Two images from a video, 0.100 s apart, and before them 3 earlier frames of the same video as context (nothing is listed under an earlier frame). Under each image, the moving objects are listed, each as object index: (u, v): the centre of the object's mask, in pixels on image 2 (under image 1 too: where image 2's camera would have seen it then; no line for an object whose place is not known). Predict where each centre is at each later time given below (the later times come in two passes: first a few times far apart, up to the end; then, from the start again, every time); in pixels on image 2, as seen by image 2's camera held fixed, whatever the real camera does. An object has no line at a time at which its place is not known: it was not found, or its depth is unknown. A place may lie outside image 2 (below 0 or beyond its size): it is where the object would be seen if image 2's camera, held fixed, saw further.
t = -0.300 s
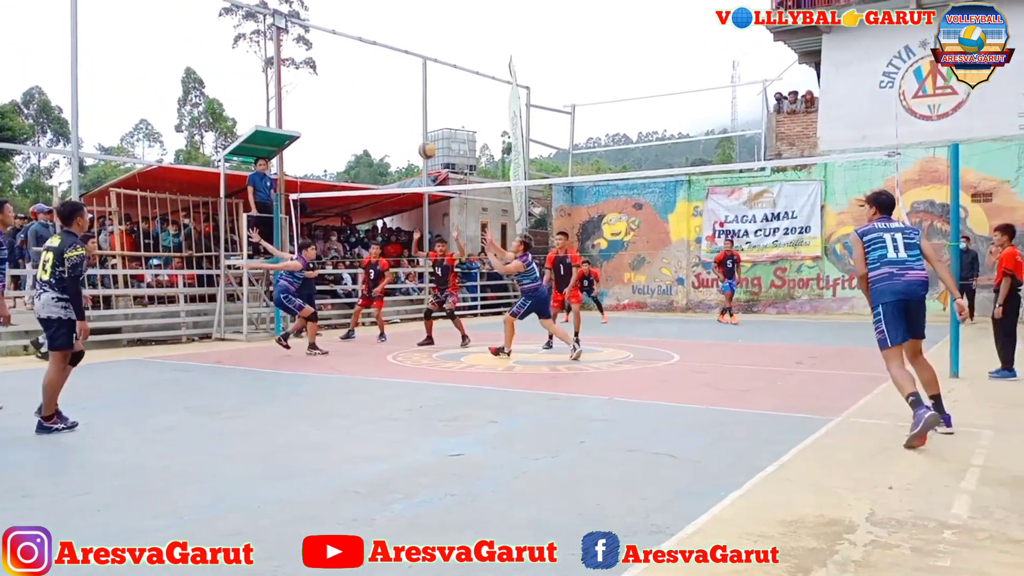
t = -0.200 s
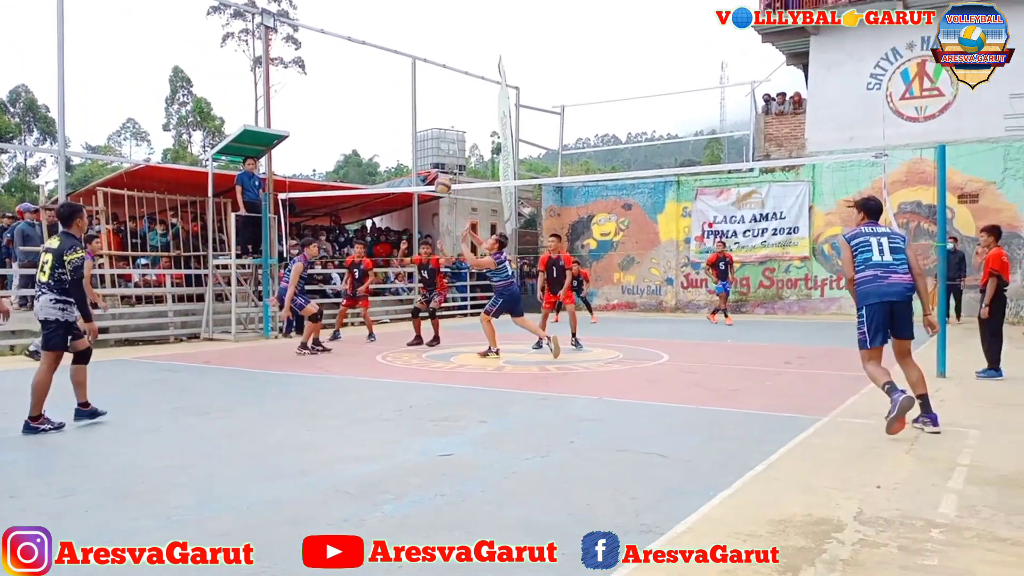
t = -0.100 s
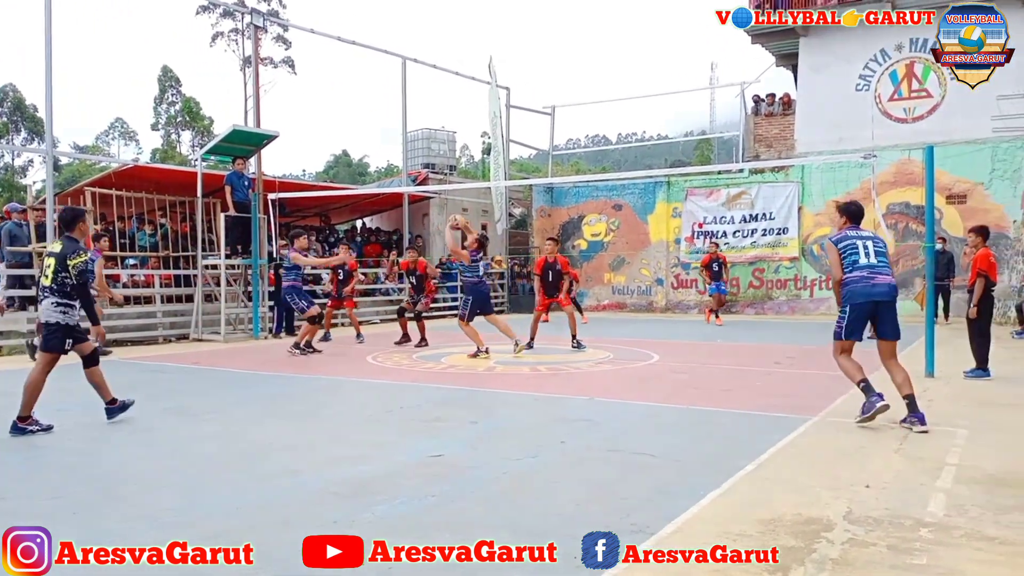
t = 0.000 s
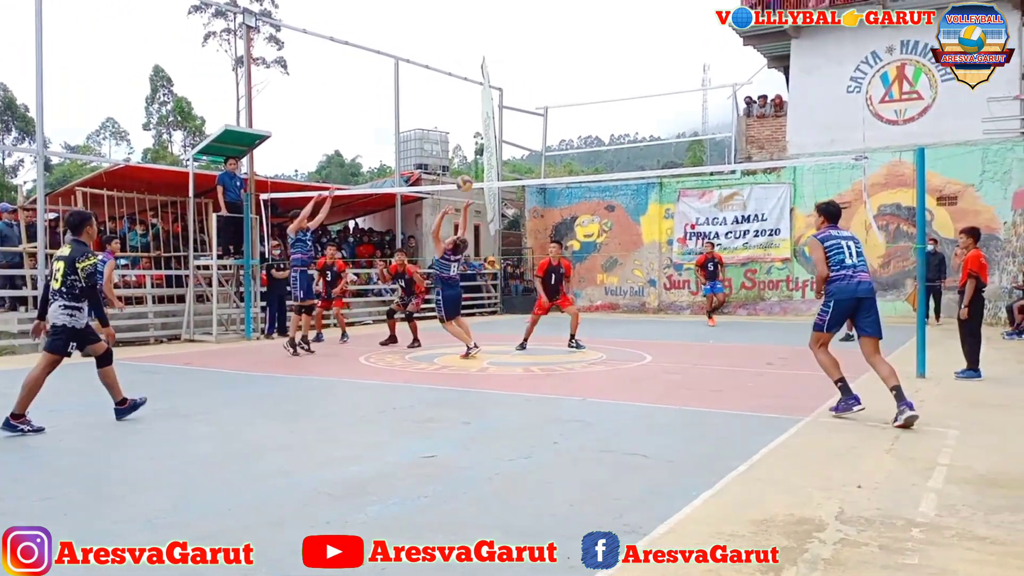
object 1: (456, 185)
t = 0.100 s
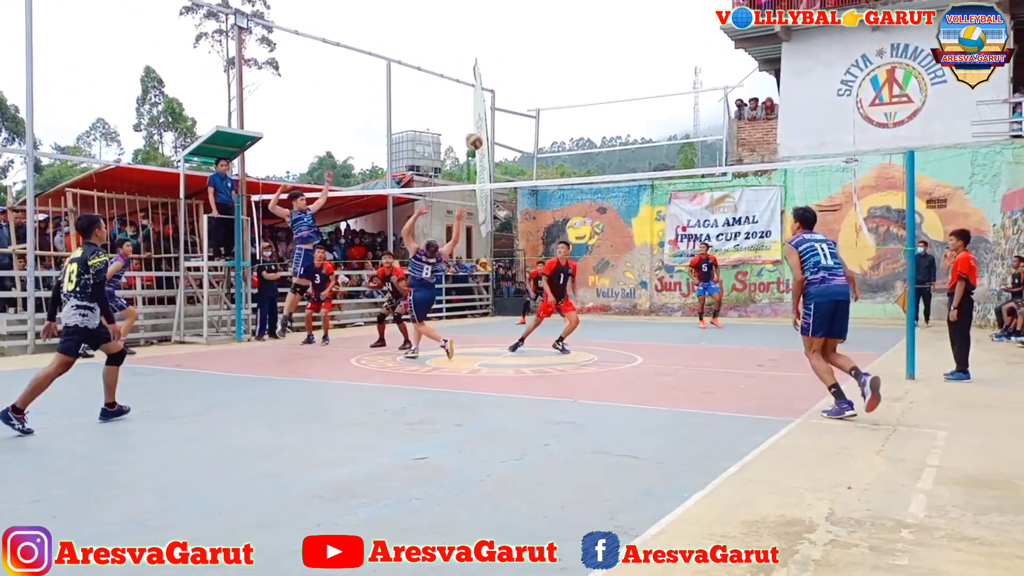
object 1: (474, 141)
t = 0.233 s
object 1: (498, 94)
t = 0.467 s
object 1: (543, 40)
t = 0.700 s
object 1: (591, 30)
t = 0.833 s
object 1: (619, 46)
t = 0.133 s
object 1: (480, 129)
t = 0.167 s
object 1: (486, 116)
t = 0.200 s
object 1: (492, 105)
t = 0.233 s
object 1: (498, 94)
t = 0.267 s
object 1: (504, 84)
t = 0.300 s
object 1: (511, 75)
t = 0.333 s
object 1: (517, 66)
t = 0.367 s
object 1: (523, 58)
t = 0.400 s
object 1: (530, 51)
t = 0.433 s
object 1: (536, 46)
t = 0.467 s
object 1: (543, 40)
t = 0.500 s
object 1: (549, 36)
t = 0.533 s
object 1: (556, 33)
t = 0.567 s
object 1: (563, 30)
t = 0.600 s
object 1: (570, 29)
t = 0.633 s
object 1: (577, 28)
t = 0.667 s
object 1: (584, 29)
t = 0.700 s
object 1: (591, 30)
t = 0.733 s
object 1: (598, 33)
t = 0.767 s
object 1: (605, 36)
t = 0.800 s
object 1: (612, 40)
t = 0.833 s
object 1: (619, 46)
